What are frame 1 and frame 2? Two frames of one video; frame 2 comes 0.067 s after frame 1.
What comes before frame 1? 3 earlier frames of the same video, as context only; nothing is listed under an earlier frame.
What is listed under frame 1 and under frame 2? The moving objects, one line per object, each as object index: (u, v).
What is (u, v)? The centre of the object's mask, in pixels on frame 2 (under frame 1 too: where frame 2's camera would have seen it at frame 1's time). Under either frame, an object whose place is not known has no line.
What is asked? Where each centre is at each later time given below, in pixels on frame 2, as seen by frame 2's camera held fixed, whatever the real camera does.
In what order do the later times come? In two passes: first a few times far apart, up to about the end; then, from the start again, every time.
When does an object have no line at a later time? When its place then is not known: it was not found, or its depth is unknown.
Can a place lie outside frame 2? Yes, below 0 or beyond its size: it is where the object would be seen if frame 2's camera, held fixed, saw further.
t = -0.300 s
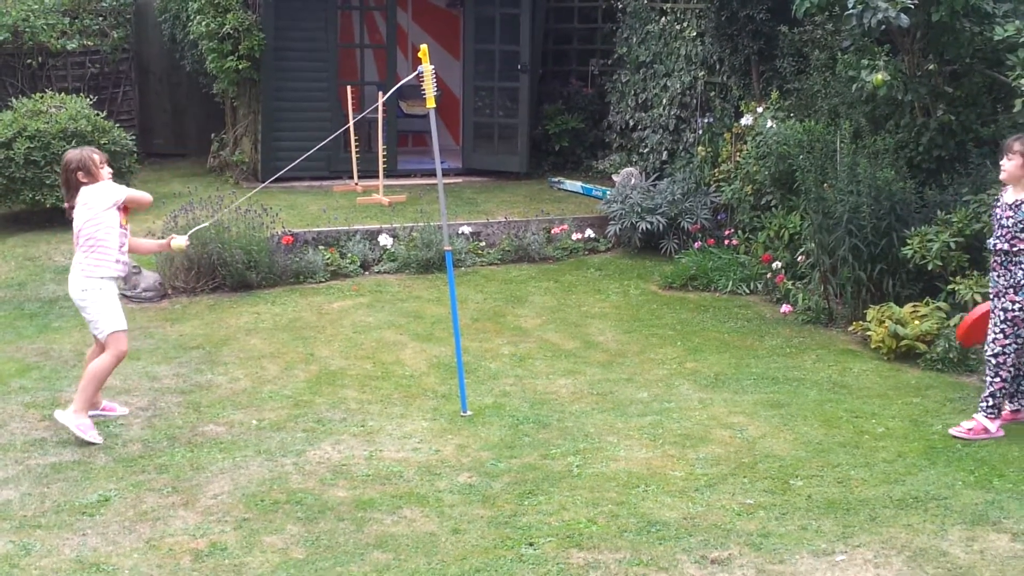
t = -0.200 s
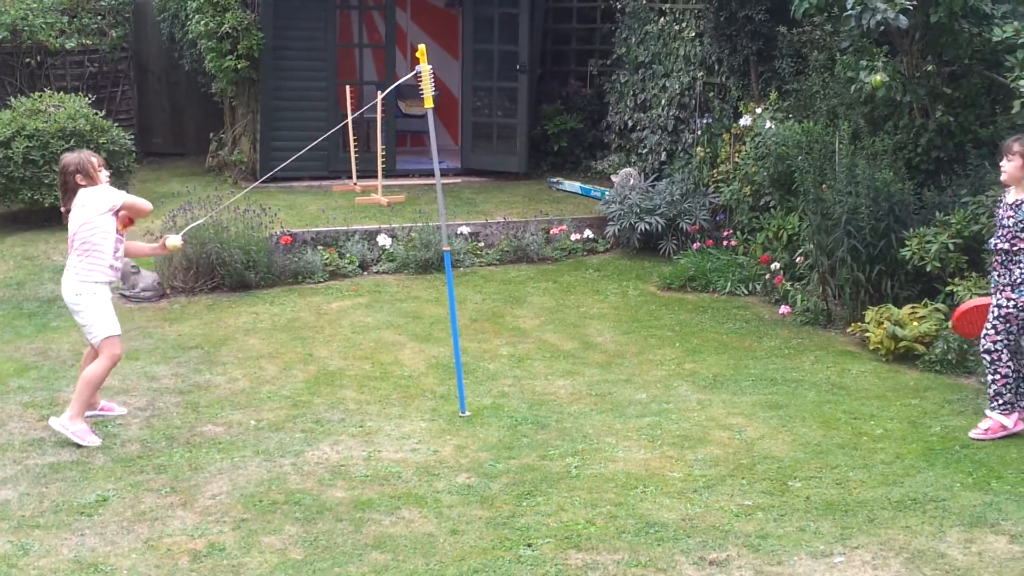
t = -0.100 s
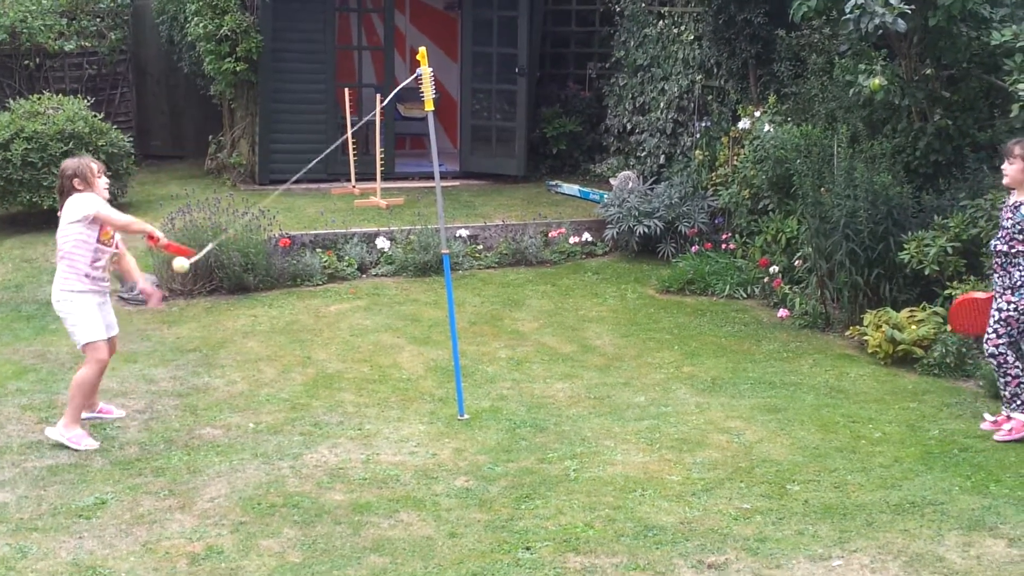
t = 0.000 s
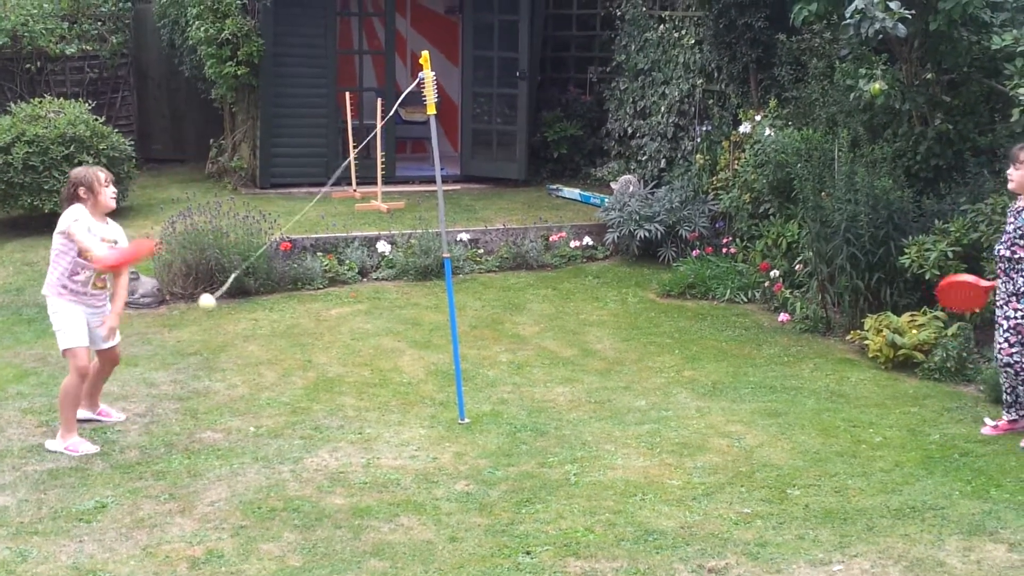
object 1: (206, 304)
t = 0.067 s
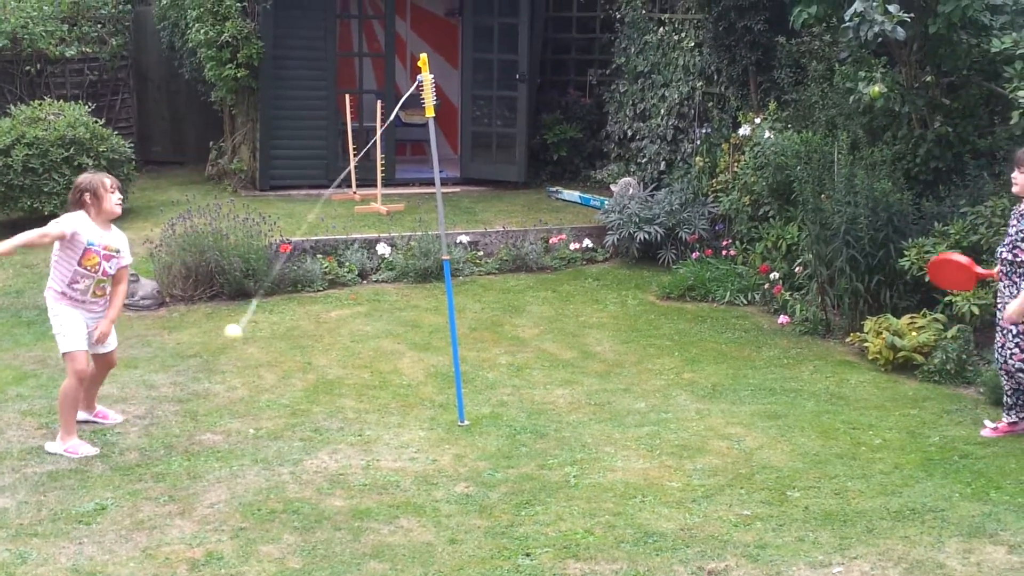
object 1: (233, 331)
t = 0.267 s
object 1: (369, 384)
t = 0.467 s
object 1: (525, 371)
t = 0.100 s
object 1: (250, 343)
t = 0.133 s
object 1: (270, 354)
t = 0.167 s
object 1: (292, 365)
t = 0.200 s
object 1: (317, 374)
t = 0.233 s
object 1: (342, 380)
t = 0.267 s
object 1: (369, 384)
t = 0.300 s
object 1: (397, 387)
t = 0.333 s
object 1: (424, 388)
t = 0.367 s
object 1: (451, 387)
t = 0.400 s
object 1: (477, 383)
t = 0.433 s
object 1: (501, 378)
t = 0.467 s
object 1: (525, 371)
